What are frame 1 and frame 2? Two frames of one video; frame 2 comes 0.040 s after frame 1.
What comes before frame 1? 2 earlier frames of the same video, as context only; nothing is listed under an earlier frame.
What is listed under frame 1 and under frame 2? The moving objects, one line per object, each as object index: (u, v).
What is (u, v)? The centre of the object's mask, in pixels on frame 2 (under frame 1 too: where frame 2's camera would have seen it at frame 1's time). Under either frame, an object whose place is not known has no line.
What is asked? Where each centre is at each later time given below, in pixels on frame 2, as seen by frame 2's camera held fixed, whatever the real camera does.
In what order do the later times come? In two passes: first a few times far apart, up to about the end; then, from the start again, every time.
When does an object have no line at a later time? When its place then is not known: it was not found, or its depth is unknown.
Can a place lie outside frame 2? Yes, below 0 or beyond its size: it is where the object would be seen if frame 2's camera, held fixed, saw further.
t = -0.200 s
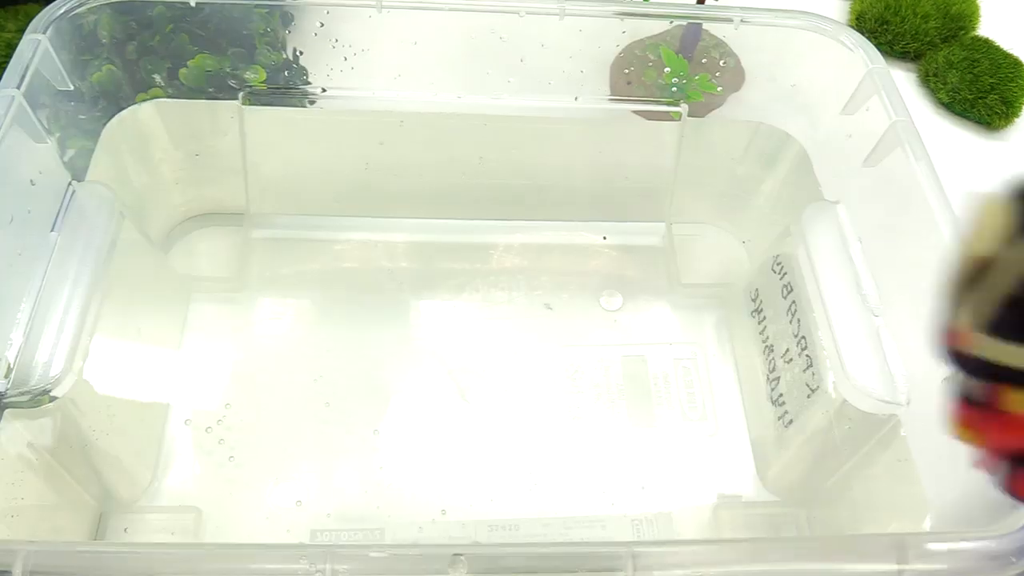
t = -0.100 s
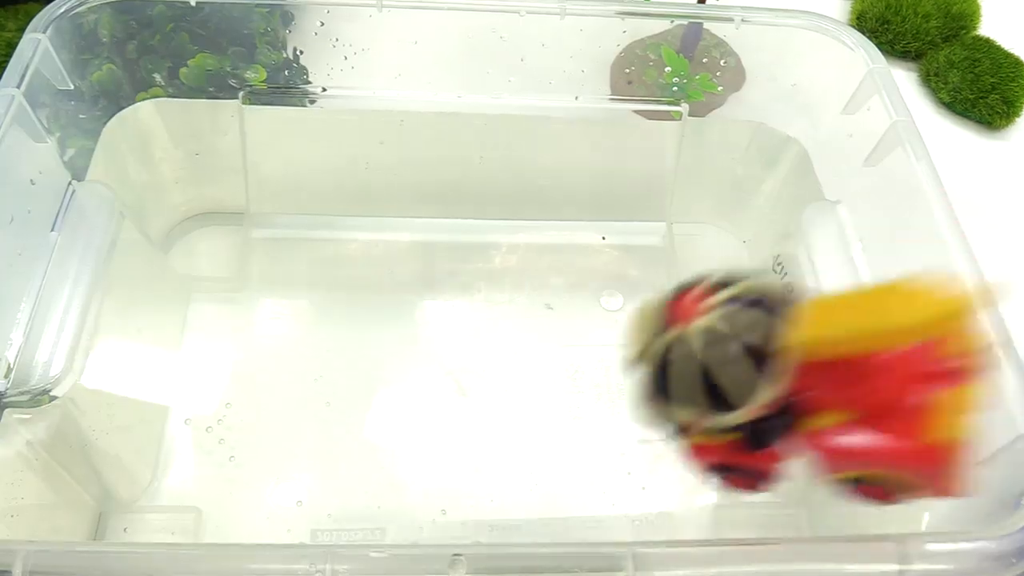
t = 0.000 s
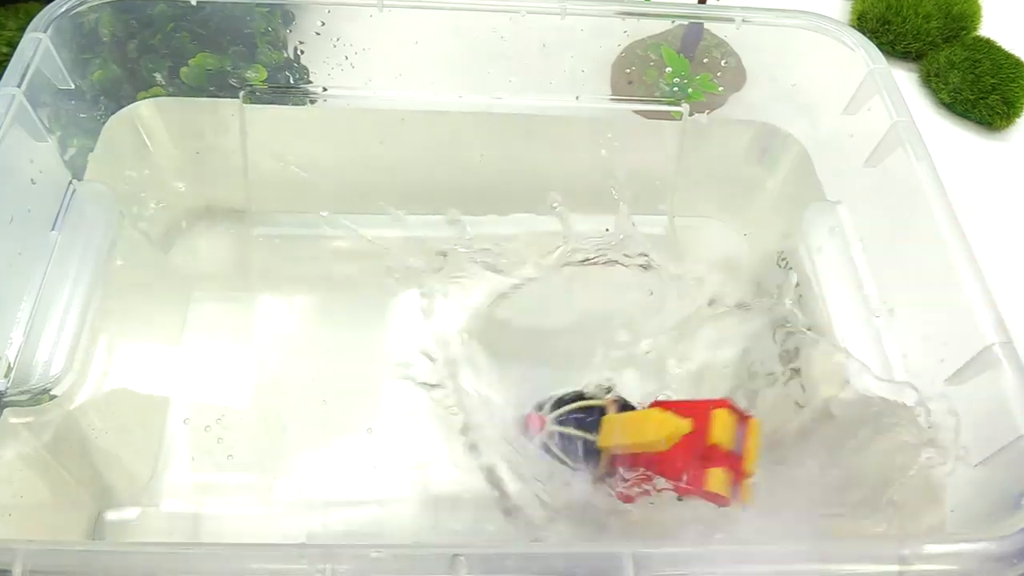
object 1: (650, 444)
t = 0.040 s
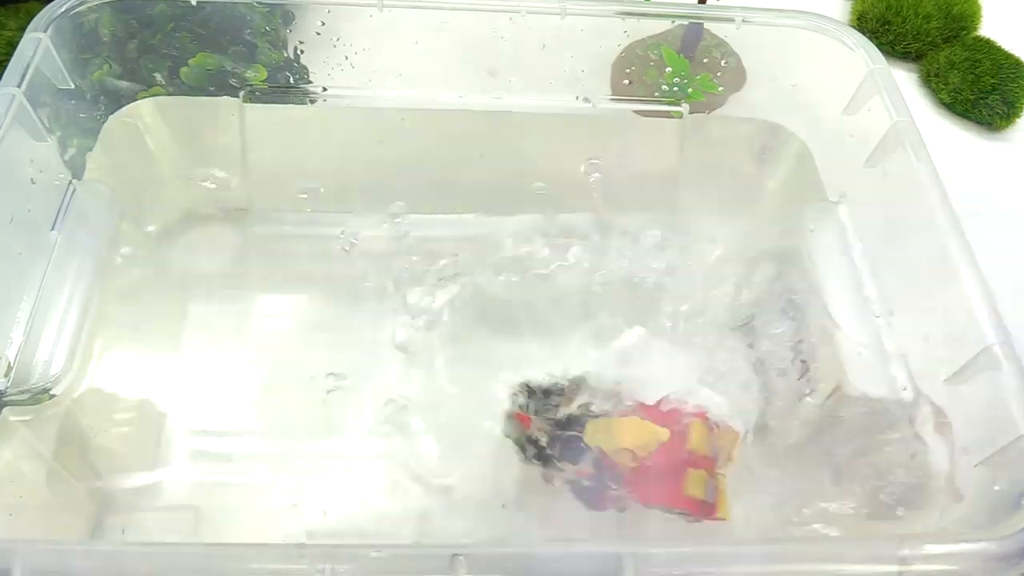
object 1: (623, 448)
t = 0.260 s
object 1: (574, 413)
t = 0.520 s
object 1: (582, 365)
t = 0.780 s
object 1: (545, 363)
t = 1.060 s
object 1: (526, 331)
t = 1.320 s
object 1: (494, 322)
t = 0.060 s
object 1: (611, 440)
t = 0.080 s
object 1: (610, 436)
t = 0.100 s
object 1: (596, 459)
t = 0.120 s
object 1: (614, 426)
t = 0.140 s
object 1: (615, 430)
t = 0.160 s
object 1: (612, 439)
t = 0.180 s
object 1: (586, 439)
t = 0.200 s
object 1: (574, 434)
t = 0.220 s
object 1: (574, 432)
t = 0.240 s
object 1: (574, 427)
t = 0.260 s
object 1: (574, 413)
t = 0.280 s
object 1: (557, 396)
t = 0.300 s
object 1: (560, 395)
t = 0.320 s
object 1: (551, 397)
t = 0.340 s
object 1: (565, 409)
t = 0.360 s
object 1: (586, 416)
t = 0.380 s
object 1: (588, 412)
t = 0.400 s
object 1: (593, 404)
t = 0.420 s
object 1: (591, 397)
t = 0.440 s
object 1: (589, 390)
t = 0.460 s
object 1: (590, 383)
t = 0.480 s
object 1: (588, 377)
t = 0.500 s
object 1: (585, 371)
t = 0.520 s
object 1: (582, 365)
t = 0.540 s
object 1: (580, 361)
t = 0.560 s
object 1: (578, 357)
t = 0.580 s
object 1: (573, 357)
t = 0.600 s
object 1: (568, 357)
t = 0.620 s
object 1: (564, 358)
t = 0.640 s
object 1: (561, 358)
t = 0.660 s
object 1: (559, 360)
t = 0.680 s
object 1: (554, 361)
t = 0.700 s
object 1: (552, 362)
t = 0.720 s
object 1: (550, 364)
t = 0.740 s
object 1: (548, 364)
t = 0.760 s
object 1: (546, 363)
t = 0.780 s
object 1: (545, 363)
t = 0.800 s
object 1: (544, 360)
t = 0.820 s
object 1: (544, 358)
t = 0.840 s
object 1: (542, 356)
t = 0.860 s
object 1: (539, 353)
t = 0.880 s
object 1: (538, 347)
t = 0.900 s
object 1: (538, 343)
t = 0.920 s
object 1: (537, 340)
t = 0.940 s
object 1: (536, 338)
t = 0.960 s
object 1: (535, 335)
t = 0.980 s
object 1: (535, 333)
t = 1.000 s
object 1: (533, 332)
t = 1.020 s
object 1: (532, 332)
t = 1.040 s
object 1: (529, 331)
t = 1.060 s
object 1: (526, 331)
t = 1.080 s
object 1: (521, 332)
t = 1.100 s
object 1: (520, 332)
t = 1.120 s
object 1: (518, 330)
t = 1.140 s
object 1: (516, 330)
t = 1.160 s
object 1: (513, 330)
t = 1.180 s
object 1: (512, 328)
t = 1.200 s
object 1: (510, 327)
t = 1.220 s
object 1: (509, 326)
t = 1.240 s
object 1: (507, 324)
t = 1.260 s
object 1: (504, 322)
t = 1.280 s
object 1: (502, 322)
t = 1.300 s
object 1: (498, 322)
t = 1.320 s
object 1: (494, 322)
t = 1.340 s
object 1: (490, 322)
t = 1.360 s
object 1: (488, 321)
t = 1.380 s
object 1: (484, 319)
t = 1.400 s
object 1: (482, 318)
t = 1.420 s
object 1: (482, 316)
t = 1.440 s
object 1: (482, 315)
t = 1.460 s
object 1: (483, 312)
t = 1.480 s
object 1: (481, 309)
